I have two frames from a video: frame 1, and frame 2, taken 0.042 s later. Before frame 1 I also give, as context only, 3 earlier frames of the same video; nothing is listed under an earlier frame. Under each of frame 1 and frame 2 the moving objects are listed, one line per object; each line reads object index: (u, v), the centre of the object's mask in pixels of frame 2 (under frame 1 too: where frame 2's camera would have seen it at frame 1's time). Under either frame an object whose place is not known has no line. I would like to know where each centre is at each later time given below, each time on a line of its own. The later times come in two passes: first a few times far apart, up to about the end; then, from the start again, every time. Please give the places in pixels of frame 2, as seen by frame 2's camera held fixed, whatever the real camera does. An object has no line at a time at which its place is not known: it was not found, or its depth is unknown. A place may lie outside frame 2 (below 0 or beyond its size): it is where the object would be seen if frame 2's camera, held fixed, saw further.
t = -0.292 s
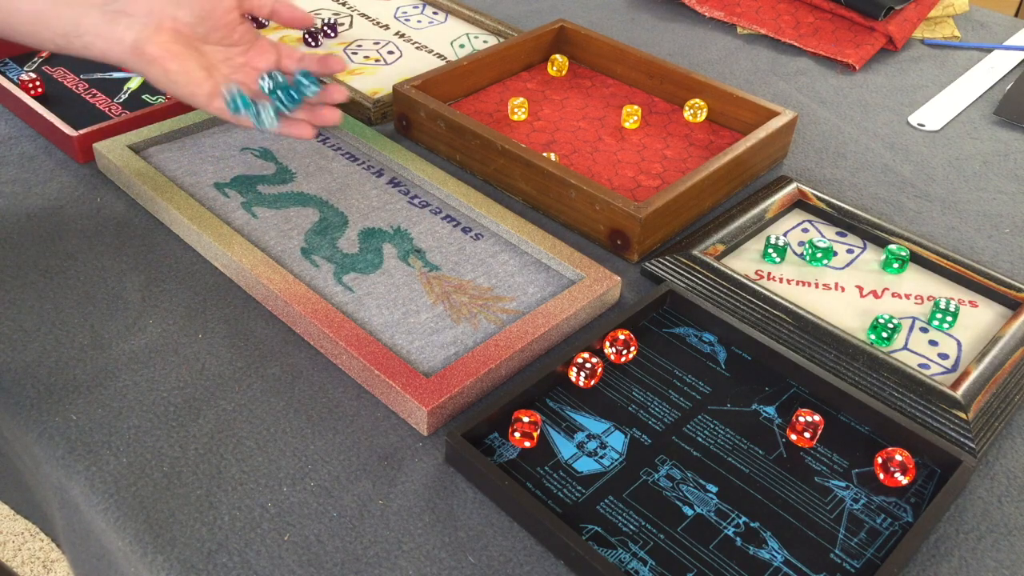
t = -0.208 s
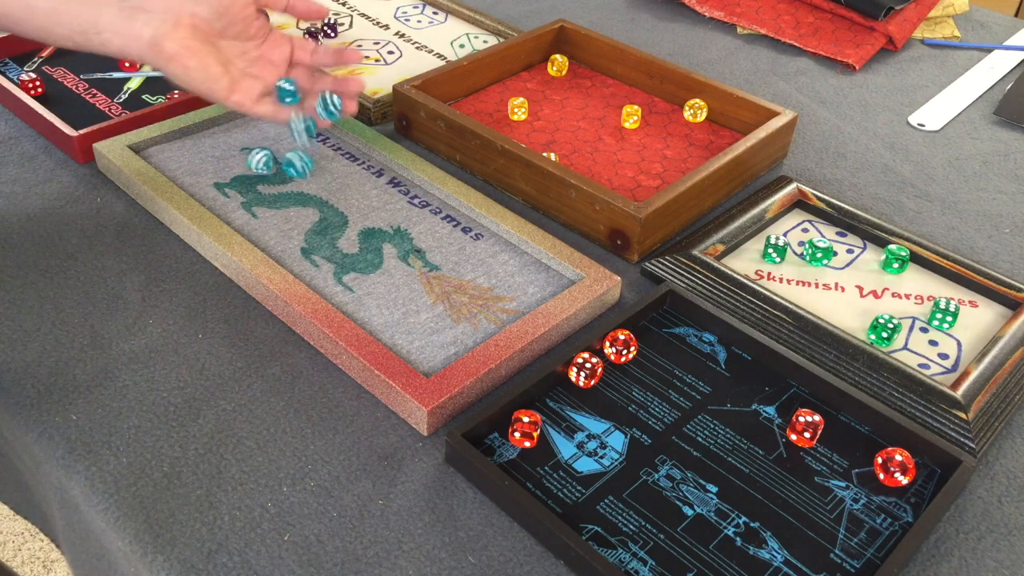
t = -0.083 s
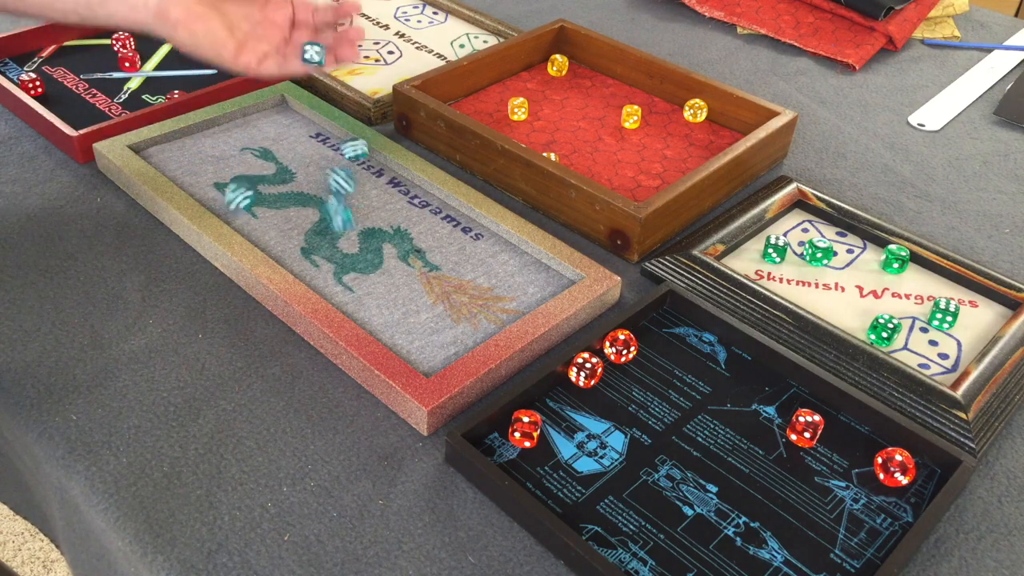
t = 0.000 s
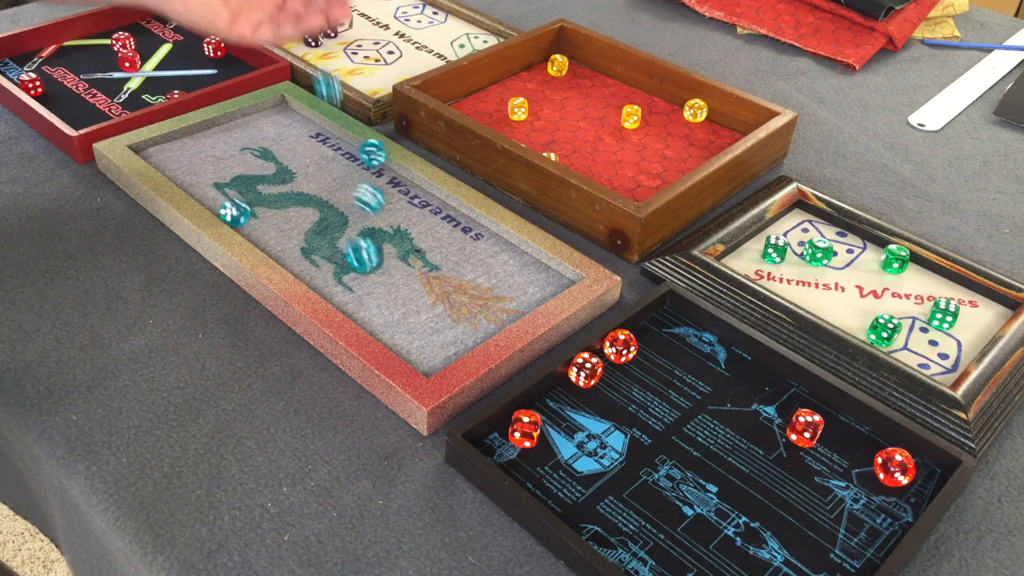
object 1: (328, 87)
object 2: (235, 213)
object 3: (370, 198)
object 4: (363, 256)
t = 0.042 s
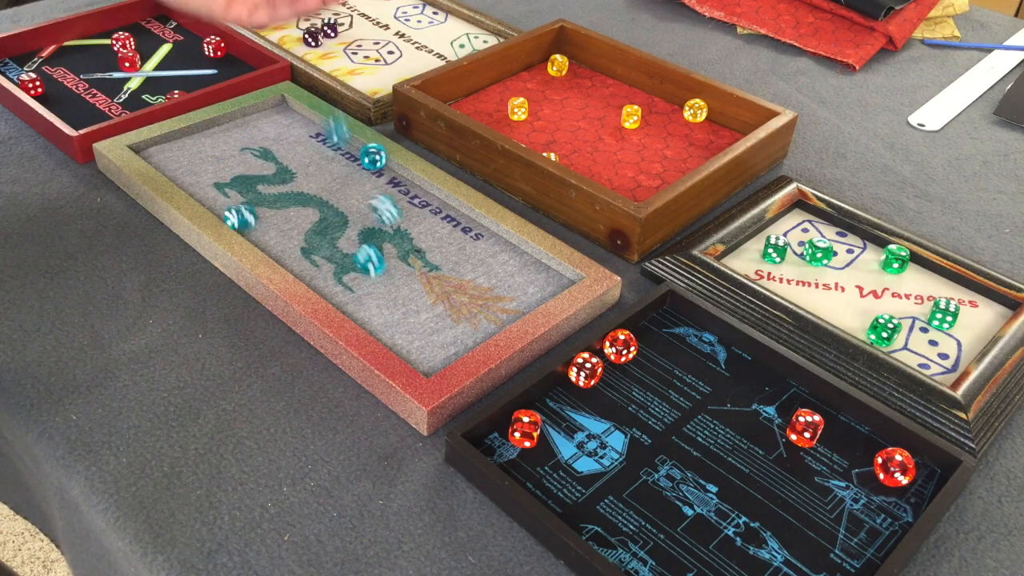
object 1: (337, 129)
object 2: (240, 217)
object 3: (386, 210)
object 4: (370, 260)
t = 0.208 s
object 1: (354, 140)
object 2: (244, 220)
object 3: (438, 236)
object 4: (396, 318)
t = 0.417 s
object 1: (357, 142)
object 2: (245, 221)
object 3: (464, 234)
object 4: (435, 338)
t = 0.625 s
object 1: (357, 142)
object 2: (245, 221)
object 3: (472, 234)
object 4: (456, 325)
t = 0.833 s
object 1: (357, 141)
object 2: (245, 221)
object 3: (472, 234)
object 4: (462, 321)
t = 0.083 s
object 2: (244, 222)
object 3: (402, 220)
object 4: (378, 280)
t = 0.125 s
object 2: (245, 223)
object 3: (414, 225)
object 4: (386, 292)
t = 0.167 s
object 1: (349, 124)
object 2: (246, 222)
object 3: (425, 233)
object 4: (392, 305)
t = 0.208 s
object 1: (354, 140)
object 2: (244, 220)
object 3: (438, 236)
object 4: (396, 318)
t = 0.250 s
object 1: (360, 141)
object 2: (245, 221)
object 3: (450, 235)
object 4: (402, 324)
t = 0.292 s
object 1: (360, 142)
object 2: (245, 221)
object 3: (456, 235)
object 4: (410, 334)
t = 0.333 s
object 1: (359, 144)
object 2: (245, 221)
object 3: (458, 235)
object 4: (419, 336)
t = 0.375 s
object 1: (358, 144)
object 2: (245, 221)
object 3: (461, 234)
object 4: (427, 336)
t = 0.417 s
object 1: (357, 142)
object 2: (245, 221)
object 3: (464, 234)
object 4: (435, 338)
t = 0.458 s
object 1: (357, 142)
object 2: (245, 221)
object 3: (470, 234)
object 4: (445, 337)
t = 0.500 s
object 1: (357, 141)
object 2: (245, 221)
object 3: (472, 234)
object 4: (450, 332)
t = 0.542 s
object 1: (357, 141)
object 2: (245, 221)
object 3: (472, 234)
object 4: (452, 329)
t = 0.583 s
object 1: (357, 142)
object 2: (245, 221)
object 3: (472, 234)
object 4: (454, 327)
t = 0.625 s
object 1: (357, 142)
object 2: (245, 221)
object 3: (472, 234)
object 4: (456, 325)
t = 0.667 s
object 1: (357, 142)
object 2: (245, 221)
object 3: (472, 234)
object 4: (459, 323)
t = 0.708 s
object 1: (357, 142)
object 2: (245, 221)
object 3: (472, 234)
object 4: (462, 320)
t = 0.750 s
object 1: (357, 142)
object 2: (245, 221)
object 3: (472, 234)
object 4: (462, 321)
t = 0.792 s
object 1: (357, 141)
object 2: (245, 221)
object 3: (472, 234)
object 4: (462, 321)
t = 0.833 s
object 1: (357, 141)
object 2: (245, 221)
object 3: (472, 234)
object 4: (462, 321)
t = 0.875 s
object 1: (357, 141)
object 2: (245, 221)
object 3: (472, 234)
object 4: (462, 321)
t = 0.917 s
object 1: (357, 141)
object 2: (244, 221)
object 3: (472, 234)
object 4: (462, 320)
